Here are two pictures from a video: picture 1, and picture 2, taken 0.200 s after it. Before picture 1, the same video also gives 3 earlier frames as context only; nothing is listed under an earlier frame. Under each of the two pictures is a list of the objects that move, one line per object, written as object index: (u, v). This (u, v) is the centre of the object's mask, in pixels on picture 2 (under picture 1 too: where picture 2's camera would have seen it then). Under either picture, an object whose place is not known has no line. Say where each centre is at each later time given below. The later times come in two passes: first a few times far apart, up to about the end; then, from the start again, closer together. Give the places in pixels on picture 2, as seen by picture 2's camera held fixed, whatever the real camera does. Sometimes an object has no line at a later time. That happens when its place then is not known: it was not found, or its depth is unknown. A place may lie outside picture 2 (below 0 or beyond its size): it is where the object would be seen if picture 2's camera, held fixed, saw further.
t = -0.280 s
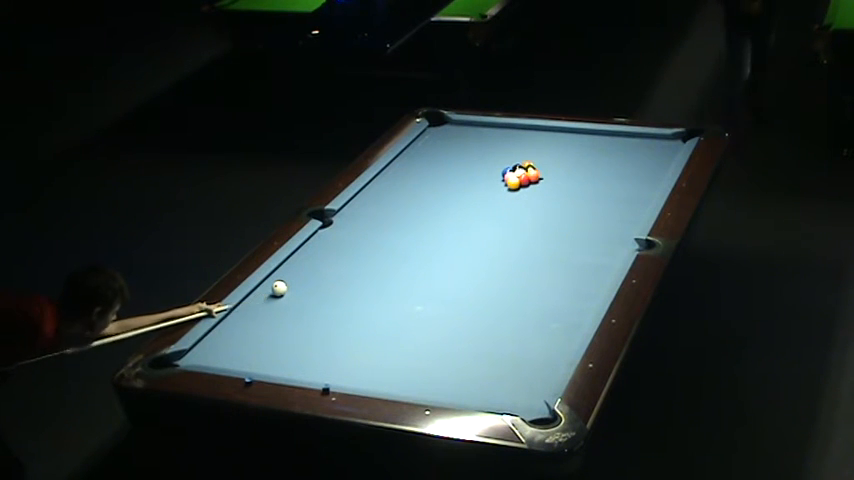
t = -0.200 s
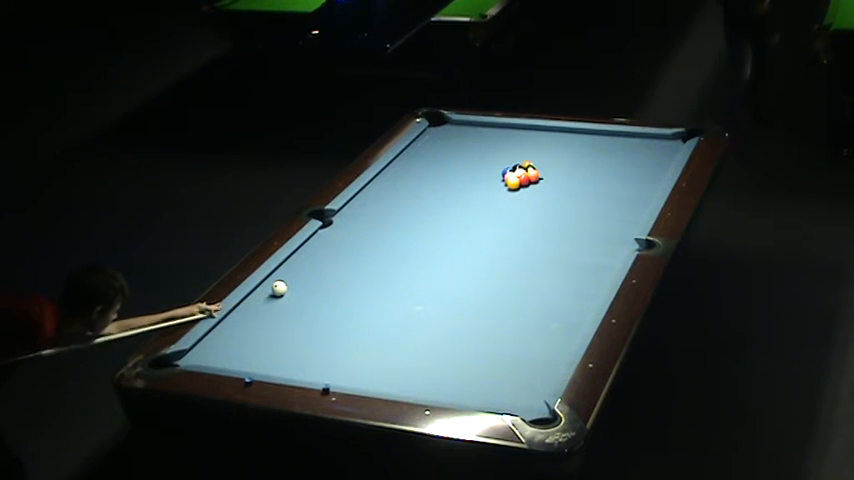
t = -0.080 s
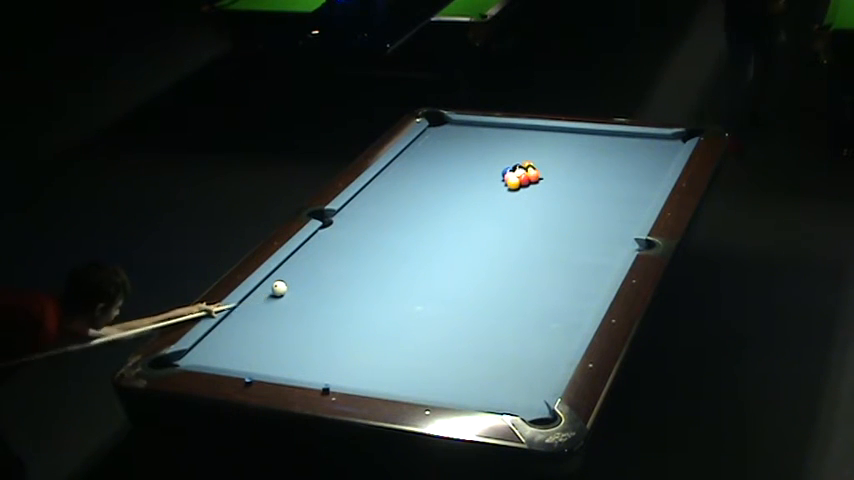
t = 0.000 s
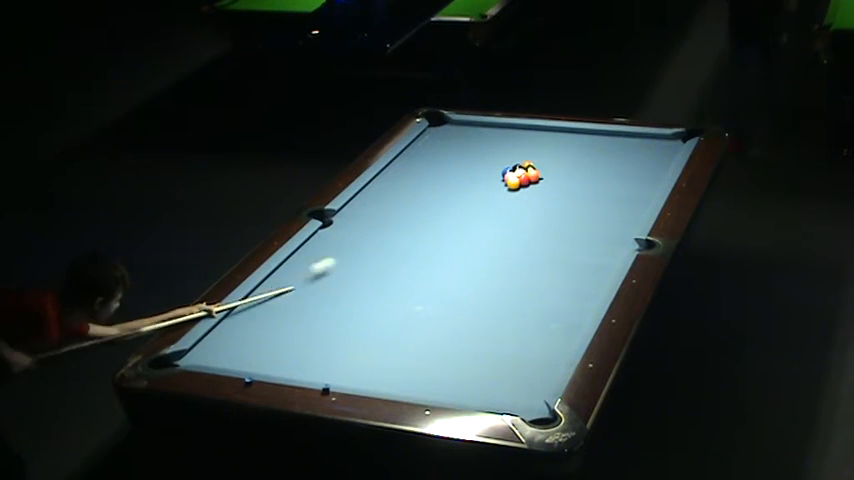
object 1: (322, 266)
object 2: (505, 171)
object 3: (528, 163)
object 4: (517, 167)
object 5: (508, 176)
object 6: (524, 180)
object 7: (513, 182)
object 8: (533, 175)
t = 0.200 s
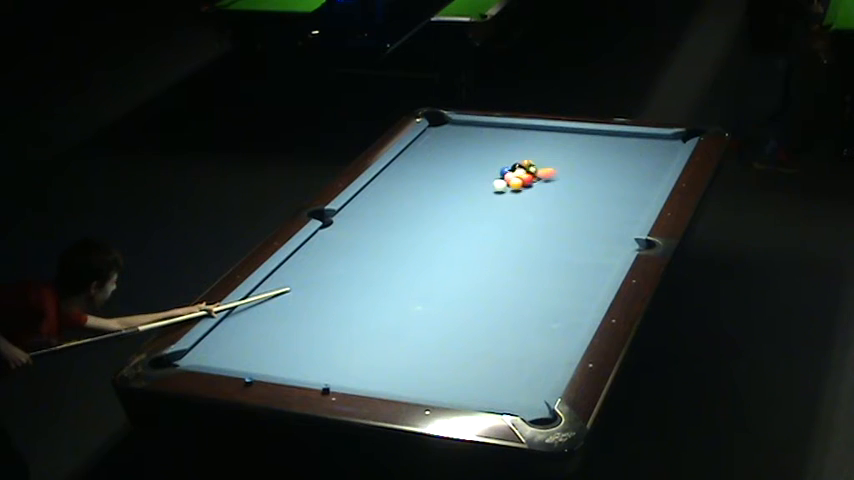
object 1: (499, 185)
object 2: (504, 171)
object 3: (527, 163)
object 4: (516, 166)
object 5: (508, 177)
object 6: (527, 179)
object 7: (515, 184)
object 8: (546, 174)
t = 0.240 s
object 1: (492, 184)
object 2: (501, 170)
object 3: (523, 158)
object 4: (515, 164)
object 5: (509, 179)
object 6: (534, 181)
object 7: (521, 188)
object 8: (577, 170)
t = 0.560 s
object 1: (428, 185)
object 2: (474, 157)
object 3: (507, 128)
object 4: (509, 148)
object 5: (506, 179)
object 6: (579, 191)
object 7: (565, 209)
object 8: (622, 147)
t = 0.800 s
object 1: (381, 188)
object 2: (456, 148)
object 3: (485, 134)
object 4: (504, 135)
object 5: (504, 179)
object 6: (613, 198)
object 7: (598, 223)
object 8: (565, 134)
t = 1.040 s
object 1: (377, 196)
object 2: (439, 140)
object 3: (461, 143)
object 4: (497, 127)
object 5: (503, 179)
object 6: (643, 206)
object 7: (624, 237)
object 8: (510, 128)
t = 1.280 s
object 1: (394, 205)
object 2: (428, 133)
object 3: (438, 152)
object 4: (459, 128)
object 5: (502, 179)
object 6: (620, 209)
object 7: (595, 243)
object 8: (482, 135)
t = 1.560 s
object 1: (414, 216)
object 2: (437, 133)
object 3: (411, 161)
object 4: (439, 124)
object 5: (502, 179)
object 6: (593, 213)
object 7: (563, 250)
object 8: (449, 142)
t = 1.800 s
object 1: (430, 226)
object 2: (441, 137)
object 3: (388, 171)
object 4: (455, 123)
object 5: (502, 179)
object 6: (571, 217)
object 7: (536, 255)
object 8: (421, 148)
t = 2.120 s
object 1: (452, 240)
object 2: (446, 141)
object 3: (384, 182)
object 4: (464, 126)
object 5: (502, 179)
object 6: (543, 221)
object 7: (500, 262)
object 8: (406, 160)
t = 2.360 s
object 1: (469, 250)
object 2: (448, 143)
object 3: (384, 188)
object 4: (470, 127)
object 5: (502, 179)
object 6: (523, 224)
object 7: (475, 267)
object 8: (407, 171)
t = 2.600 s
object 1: (485, 259)
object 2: (450, 145)
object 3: (383, 196)
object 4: (475, 129)
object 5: (502, 179)
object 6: (504, 226)
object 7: (451, 272)
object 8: (408, 182)
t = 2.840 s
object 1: (501, 269)
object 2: (452, 147)
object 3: (382, 204)
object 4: (479, 131)
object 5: (502, 179)
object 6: (486, 229)
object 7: (427, 277)
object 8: (408, 193)
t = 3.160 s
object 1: (523, 282)
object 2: (455, 150)
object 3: (382, 213)
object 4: (484, 133)
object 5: (502, 179)
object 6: (463, 232)
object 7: (397, 283)
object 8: (409, 208)
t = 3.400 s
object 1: (539, 292)
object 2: (456, 151)
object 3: (381, 220)
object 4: (488, 134)
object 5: (502, 179)
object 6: (448, 234)
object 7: (376, 287)
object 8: (410, 219)
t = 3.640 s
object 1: (555, 301)
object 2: (456, 152)
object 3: (381, 226)
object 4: (491, 135)
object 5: (502, 179)
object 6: (433, 236)
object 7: (356, 291)
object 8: (411, 230)
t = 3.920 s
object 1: (573, 312)
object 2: (457, 153)
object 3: (380, 233)
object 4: (494, 136)
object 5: (502, 179)
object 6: (426, 240)
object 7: (333, 296)
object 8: (403, 241)
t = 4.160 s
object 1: (576, 318)
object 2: (458, 153)
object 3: (379, 238)
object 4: (495, 137)
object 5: (502, 179)
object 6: (426, 245)
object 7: (315, 299)
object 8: (391, 248)
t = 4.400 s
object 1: (565, 320)
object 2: (457, 153)
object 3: (379, 242)
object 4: (495, 137)
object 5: (502, 179)
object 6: (426, 248)
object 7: (298, 302)
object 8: (378, 256)
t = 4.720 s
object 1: (551, 323)
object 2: (457, 153)
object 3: (378, 250)
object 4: (495, 137)
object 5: (502, 179)
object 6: (426, 253)
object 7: (278, 306)
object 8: (362, 265)
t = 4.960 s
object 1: (542, 325)
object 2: (458, 153)
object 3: (378, 254)
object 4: (496, 137)
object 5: (502, 179)
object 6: (427, 256)
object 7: (264, 309)
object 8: (351, 271)
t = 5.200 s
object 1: (535, 326)
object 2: (458, 153)
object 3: (378, 258)
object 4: (496, 137)
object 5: (502, 179)
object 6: (427, 258)
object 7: (251, 311)
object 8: (340, 277)
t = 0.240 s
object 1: (492, 184)
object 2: (501, 170)
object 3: (523, 158)
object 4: (515, 164)
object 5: (509, 179)
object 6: (534, 181)
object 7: (521, 188)
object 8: (577, 170)
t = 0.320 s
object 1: (476, 183)
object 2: (494, 167)
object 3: (519, 149)
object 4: (513, 161)
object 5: (508, 179)
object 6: (546, 183)
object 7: (532, 194)
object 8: (635, 163)
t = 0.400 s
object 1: (460, 184)
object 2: (487, 164)
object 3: (514, 142)
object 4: (512, 156)
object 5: (507, 179)
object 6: (557, 186)
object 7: (543, 199)
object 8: (666, 157)
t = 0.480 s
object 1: (444, 185)
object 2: (481, 161)
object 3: (510, 134)
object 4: (510, 152)
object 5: (506, 179)
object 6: (568, 189)
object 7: (554, 204)
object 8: (642, 152)
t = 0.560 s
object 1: (428, 185)
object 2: (474, 157)
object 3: (507, 128)
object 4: (509, 148)
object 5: (506, 179)
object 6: (579, 191)
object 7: (565, 209)
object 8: (622, 147)
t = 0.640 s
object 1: (412, 186)
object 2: (468, 154)
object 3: (500, 127)
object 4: (507, 143)
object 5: (505, 179)
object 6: (591, 194)
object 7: (576, 214)
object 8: (603, 143)
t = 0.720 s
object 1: (396, 187)
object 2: (462, 151)
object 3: (492, 130)
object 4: (506, 139)
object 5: (504, 179)
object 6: (602, 196)
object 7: (587, 218)
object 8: (584, 138)
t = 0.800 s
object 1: (381, 188)
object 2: (456, 148)
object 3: (485, 134)
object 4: (504, 135)
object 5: (504, 179)
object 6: (613, 198)
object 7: (598, 223)
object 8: (565, 134)
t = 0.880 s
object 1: (366, 189)
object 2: (450, 145)
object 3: (477, 137)
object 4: (503, 130)
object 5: (503, 179)
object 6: (624, 201)
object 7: (609, 228)
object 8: (547, 130)
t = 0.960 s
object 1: (372, 192)
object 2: (444, 142)
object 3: (469, 139)
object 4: (501, 127)
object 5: (503, 179)
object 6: (636, 203)
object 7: (621, 233)
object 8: (529, 128)
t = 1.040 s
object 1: (377, 196)
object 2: (439, 140)
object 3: (461, 143)
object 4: (497, 127)
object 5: (503, 179)
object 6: (643, 206)
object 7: (624, 237)
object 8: (510, 128)
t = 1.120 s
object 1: (383, 198)
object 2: (433, 137)
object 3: (453, 146)
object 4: (484, 126)
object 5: (502, 179)
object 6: (635, 207)
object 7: (615, 239)
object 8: (500, 130)
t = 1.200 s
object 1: (389, 202)
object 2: (428, 135)
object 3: (445, 149)
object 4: (472, 127)
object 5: (502, 179)
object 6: (627, 208)
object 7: (605, 241)
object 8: (491, 132)
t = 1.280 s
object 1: (394, 205)
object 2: (428, 133)
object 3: (438, 152)
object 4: (459, 128)
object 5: (502, 179)
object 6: (620, 209)
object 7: (595, 243)
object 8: (482, 135)
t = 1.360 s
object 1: (400, 208)
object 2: (433, 132)
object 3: (430, 155)
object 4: (446, 127)
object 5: (502, 179)
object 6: (612, 211)
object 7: (586, 245)
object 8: (472, 137)
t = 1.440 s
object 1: (405, 212)
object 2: (436, 132)
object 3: (422, 157)
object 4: (440, 124)
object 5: (502, 179)
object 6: (604, 212)
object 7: (577, 247)
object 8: (463, 139)
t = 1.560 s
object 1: (414, 216)
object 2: (437, 133)
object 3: (411, 161)
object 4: (439, 124)
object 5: (502, 179)
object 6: (593, 213)
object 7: (563, 250)
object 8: (449, 142)
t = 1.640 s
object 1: (419, 219)
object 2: (438, 134)
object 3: (402, 165)
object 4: (444, 125)
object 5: (502, 179)
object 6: (585, 215)
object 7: (554, 251)
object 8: (439, 144)
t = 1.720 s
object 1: (424, 223)
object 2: (440, 135)
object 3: (395, 168)
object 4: (450, 124)
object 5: (502, 179)
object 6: (578, 216)
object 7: (544, 253)
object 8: (430, 146)
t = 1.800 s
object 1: (430, 226)
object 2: (441, 137)
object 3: (388, 171)
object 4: (455, 123)
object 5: (502, 179)
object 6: (571, 217)
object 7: (536, 255)
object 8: (421, 148)
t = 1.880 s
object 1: (435, 230)
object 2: (442, 138)
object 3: (385, 173)
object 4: (458, 123)
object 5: (502, 179)
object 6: (563, 218)
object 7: (527, 257)
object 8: (413, 150)
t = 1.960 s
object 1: (441, 233)
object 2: (443, 139)
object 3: (385, 176)
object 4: (460, 124)
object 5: (502, 179)
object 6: (556, 219)
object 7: (518, 259)
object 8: (406, 153)
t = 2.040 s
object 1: (446, 236)
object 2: (444, 140)
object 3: (385, 178)
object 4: (462, 125)
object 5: (502, 179)
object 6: (550, 220)
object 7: (509, 261)
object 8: (406, 156)
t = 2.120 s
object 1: (452, 240)
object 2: (446, 141)
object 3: (384, 182)
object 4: (464, 126)
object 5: (502, 179)
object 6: (543, 221)
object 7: (500, 262)
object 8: (406, 160)
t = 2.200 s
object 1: (457, 243)
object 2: (446, 141)
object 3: (384, 184)
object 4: (466, 126)
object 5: (502, 179)
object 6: (536, 222)
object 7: (492, 264)
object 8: (407, 164)
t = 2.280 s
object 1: (463, 246)
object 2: (447, 143)
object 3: (384, 186)
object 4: (468, 126)
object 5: (502, 179)
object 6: (529, 223)
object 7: (483, 265)
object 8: (407, 167)
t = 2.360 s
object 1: (469, 250)
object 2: (448, 143)
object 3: (384, 188)
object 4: (470, 127)
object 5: (502, 179)
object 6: (523, 224)
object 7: (475, 267)
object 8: (407, 171)
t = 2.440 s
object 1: (474, 253)
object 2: (448, 144)
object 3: (384, 192)
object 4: (471, 128)
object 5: (502, 179)
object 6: (516, 225)
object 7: (467, 269)
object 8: (407, 175)
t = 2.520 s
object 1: (480, 256)
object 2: (449, 145)
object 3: (384, 194)
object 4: (473, 129)
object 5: (502, 179)
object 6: (510, 225)
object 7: (459, 271)
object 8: (408, 179)
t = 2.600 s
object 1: (485, 259)
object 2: (450, 145)
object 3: (383, 196)
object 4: (475, 129)
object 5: (502, 179)
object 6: (504, 226)
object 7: (451, 272)
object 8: (408, 182)
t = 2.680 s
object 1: (491, 262)
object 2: (451, 146)
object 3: (383, 199)
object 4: (476, 130)
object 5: (502, 179)
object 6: (498, 227)
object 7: (443, 274)
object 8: (408, 186)
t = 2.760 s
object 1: (496, 266)
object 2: (452, 146)
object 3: (382, 202)
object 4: (477, 130)
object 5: (502, 179)
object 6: (492, 228)
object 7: (435, 275)
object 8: (408, 189)
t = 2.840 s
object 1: (501, 269)
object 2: (452, 147)
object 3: (382, 204)
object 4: (479, 131)
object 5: (502, 179)
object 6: (486, 229)
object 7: (427, 277)
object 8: (408, 193)
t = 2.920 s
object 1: (507, 273)
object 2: (453, 148)
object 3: (383, 206)
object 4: (481, 132)
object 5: (502, 179)
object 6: (480, 230)
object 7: (419, 278)
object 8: (409, 197)
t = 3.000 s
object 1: (512, 276)
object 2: (454, 149)
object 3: (382, 208)
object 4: (482, 132)
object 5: (502, 179)
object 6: (474, 231)
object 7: (412, 280)
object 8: (409, 201)
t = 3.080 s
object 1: (518, 279)
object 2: (454, 149)
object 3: (382, 211)
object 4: (483, 133)
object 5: (502, 179)
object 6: (469, 231)
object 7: (404, 281)
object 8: (409, 204)
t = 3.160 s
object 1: (523, 282)
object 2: (455, 150)
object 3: (382, 213)
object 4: (484, 133)
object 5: (502, 179)
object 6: (463, 232)
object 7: (397, 283)
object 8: (409, 208)
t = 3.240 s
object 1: (529, 285)
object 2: (455, 150)
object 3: (381, 216)
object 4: (486, 134)
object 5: (502, 179)
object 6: (458, 233)
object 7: (390, 284)
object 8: (410, 212)
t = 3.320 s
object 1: (534, 288)
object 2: (455, 151)
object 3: (381, 217)
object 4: (487, 134)
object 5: (502, 179)
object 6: (453, 234)
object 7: (383, 286)
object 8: (410, 215)
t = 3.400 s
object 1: (539, 292)
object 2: (456, 151)
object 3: (381, 220)
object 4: (488, 134)
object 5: (502, 179)
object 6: (448, 234)
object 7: (376, 287)
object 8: (410, 219)
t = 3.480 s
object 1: (544, 295)
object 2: (456, 152)
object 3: (381, 222)
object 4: (489, 134)
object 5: (502, 179)
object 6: (443, 235)
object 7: (369, 289)
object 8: (411, 223)
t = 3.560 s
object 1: (549, 298)
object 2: (456, 152)
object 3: (381, 224)
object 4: (490, 135)
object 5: (502, 179)
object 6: (438, 236)
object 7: (363, 290)
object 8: (411, 226)
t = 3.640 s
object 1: (555, 301)
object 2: (456, 152)
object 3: (381, 226)
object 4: (491, 135)
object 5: (502, 179)
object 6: (433, 236)
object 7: (356, 291)
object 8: (411, 230)
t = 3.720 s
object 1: (560, 304)
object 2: (457, 153)
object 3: (380, 227)
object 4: (492, 135)
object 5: (502, 179)
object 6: (428, 237)
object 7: (349, 293)
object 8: (411, 234)
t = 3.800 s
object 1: (565, 307)
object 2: (457, 153)
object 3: (380, 229)
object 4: (493, 136)
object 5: (502, 179)
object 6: (425, 238)
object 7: (343, 294)
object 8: (410, 237)
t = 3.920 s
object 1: (573, 312)
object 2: (457, 153)
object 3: (380, 233)
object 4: (494, 136)
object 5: (502, 179)
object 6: (426, 240)
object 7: (333, 296)
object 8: (403, 241)
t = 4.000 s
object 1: (577, 315)
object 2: (458, 153)
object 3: (380, 235)
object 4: (494, 136)
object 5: (502, 179)
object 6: (426, 242)
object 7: (327, 297)
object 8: (399, 243)
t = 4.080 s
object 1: (580, 317)
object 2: (458, 153)
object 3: (379, 236)
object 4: (494, 137)
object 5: (502, 179)
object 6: (426, 243)
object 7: (321, 298)
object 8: (395, 246)
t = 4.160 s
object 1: (576, 318)
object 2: (458, 153)
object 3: (379, 238)
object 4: (495, 137)
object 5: (502, 179)
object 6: (426, 245)
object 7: (315, 299)
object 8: (391, 248)
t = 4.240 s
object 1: (573, 319)
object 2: (457, 153)
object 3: (378, 240)
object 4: (495, 137)
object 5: (502, 179)
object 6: (426, 246)
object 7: (309, 300)
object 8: (387, 251)
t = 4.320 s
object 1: (569, 319)
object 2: (457, 153)
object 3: (379, 241)
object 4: (495, 137)
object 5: (502, 179)
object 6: (426, 247)
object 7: (304, 302)
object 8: (383, 253)
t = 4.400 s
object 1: (565, 320)
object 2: (457, 153)
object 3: (379, 242)
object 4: (495, 137)
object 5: (502, 179)
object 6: (426, 248)
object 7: (298, 302)
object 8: (378, 256)
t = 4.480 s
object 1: (561, 321)
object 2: (457, 153)
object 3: (379, 244)
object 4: (496, 137)
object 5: (502, 179)
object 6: (426, 249)
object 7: (293, 303)
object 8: (374, 258)
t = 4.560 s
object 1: (557, 322)
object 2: (457, 153)
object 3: (379, 246)
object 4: (495, 137)
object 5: (502, 179)
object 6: (426, 251)
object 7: (288, 305)
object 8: (370, 261)
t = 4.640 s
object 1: (554, 322)
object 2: (457, 153)
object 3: (379, 248)
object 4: (495, 137)
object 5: (502, 179)
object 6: (427, 252)
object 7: (283, 305)
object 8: (366, 263)
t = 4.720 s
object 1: (551, 323)
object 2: (457, 153)
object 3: (378, 250)
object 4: (495, 137)
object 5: (502, 179)
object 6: (426, 253)
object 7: (278, 306)
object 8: (362, 265)
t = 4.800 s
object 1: (548, 323)
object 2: (457, 153)
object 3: (378, 251)
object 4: (495, 137)
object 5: (502, 179)
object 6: (426, 254)
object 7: (273, 307)
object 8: (359, 267)
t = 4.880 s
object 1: (545, 324)
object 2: (458, 153)
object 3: (378, 253)
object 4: (495, 137)
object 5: (502, 179)
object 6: (427, 255)
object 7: (268, 308)
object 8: (355, 269)
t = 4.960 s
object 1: (542, 325)
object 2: (458, 153)
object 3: (378, 254)
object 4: (496, 137)
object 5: (502, 179)
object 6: (427, 256)
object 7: (264, 309)
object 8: (351, 271)
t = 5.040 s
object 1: (540, 325)
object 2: (457, 153)
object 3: (378, 255)
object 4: (496, 137)
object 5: (502, 179)
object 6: (427, 257)
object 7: (259, 310)
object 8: (348, 274)
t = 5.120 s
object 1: (537, 326)
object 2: (457, 153)
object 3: (378, 257)
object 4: (496, 137)
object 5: (502, 179)
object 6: (427, 257)
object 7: (255, 311)
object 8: (344, 276)
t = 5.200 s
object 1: (535, 326)
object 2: (458, 153)
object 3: (378, 258)
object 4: (496, 137)
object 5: (502, 179)
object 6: (427, 258)
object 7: (251, 311)
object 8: (340, 277)
